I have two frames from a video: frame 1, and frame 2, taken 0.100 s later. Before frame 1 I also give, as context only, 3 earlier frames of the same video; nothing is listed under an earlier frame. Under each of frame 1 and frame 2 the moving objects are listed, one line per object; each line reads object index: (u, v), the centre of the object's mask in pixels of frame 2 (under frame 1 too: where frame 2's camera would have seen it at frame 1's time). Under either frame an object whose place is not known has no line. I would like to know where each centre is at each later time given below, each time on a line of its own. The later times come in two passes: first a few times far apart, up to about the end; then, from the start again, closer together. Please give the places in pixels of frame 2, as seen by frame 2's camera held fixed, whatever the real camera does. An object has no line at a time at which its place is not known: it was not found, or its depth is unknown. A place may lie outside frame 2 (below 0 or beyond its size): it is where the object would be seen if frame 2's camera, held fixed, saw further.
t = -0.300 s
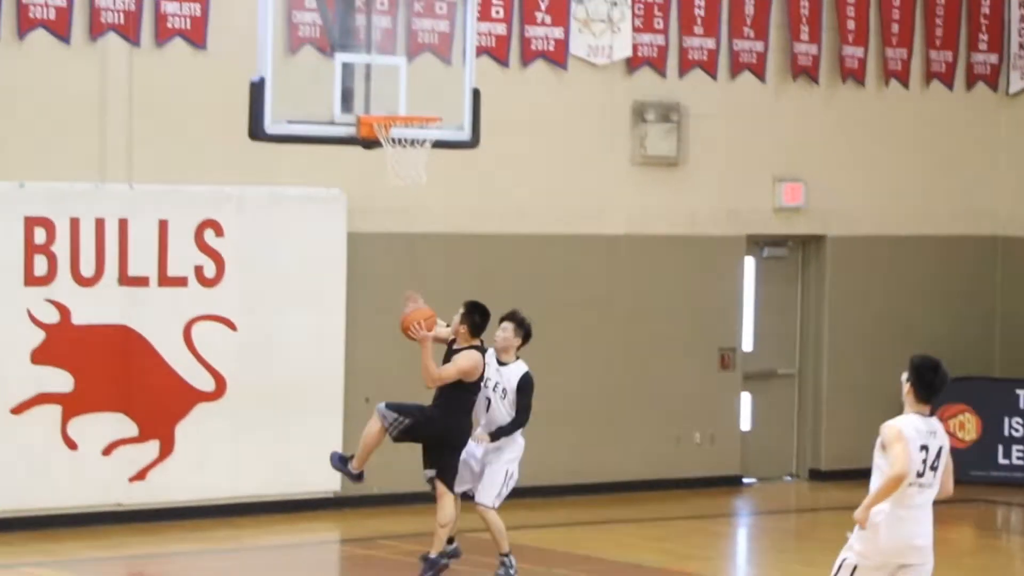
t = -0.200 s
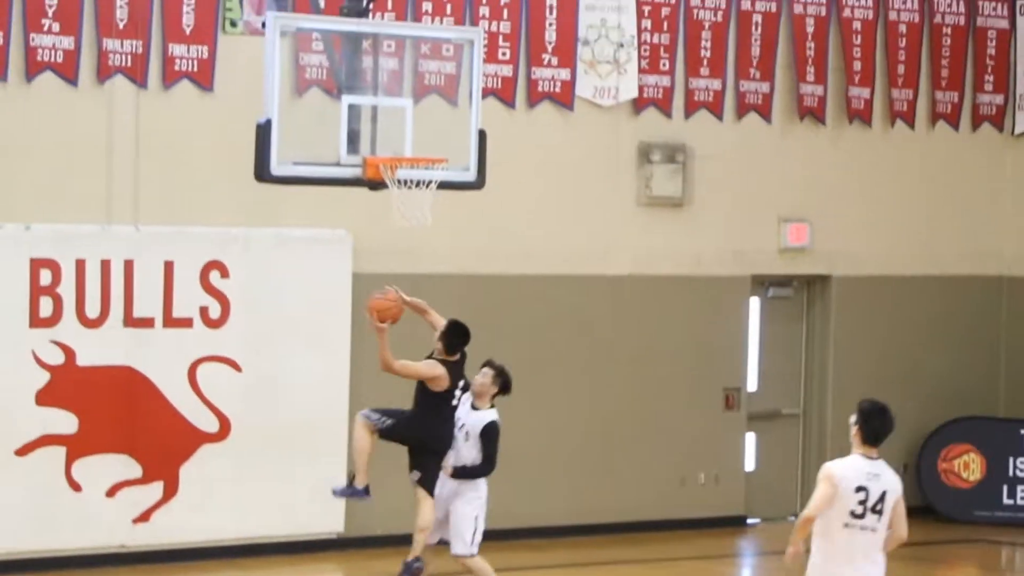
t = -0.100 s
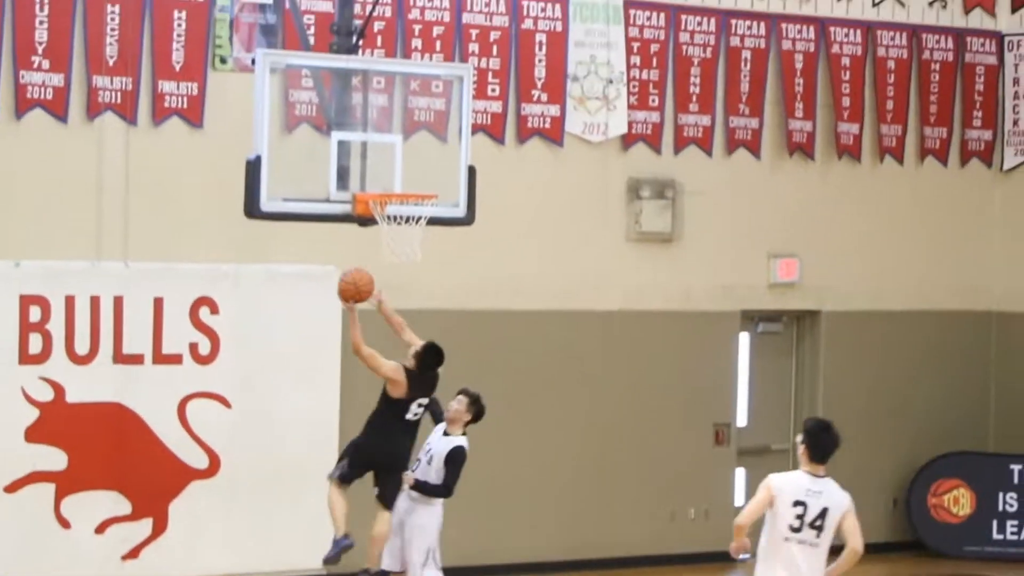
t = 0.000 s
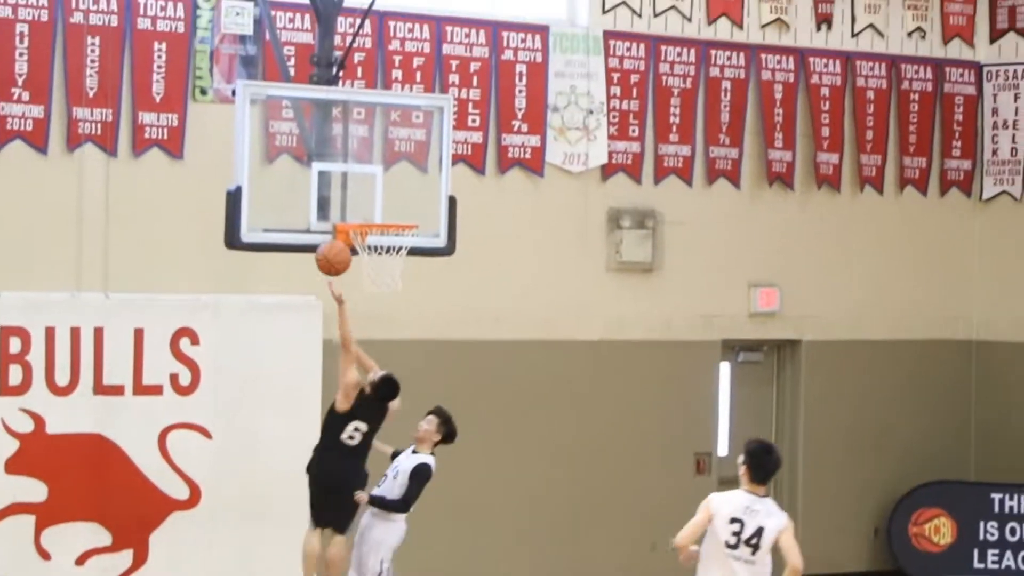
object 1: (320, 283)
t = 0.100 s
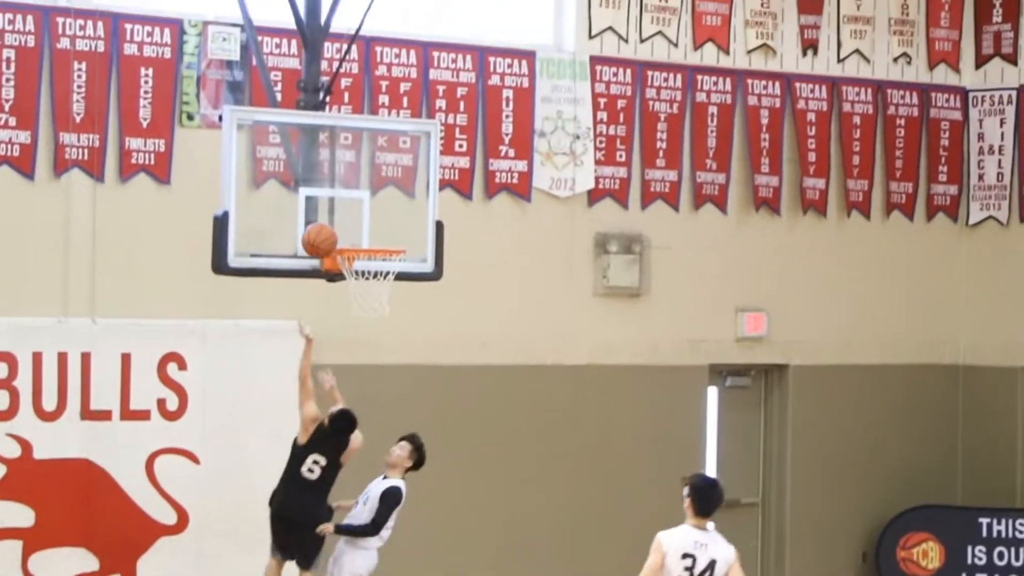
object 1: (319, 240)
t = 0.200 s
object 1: (318, 213)
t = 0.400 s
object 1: (332, 203)
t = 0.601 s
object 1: (362, 233)
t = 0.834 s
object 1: (376, 259)
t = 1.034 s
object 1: (352, 288)
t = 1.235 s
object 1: (349, 340)
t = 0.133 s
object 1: (319, 229)
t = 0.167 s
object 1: (318, 220)
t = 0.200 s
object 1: (318, 213)
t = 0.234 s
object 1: (317, 207)
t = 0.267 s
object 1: (317, 203)
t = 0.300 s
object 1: (318, 200)
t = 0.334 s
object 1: (323, 200)
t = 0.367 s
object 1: (327, 200)
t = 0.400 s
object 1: (332, 203)
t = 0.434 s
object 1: (337, 207)
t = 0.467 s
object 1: (342, 213)
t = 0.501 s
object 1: (346, 220)
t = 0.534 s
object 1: (351, 229)
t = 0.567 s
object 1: (355, 234)
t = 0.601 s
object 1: (362, 233)
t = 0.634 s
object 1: (368, 234)
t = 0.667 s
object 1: (374, 236)
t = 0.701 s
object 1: (380, 238)
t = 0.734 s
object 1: (386, 247)
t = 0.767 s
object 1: (385, 251)
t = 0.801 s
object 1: (381, 253)
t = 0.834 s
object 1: (376, 259)
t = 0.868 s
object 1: (369, 264)
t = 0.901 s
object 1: (366, 269)
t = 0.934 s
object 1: (359, 274)
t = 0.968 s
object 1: (356, 280)
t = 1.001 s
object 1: (353, 282)
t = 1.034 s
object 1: (352, 288)
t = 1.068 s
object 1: (351, 292)
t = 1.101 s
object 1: (351, 299)
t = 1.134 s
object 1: (350, 307)
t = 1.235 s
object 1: (349, 340)
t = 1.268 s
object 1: (348, 355)
